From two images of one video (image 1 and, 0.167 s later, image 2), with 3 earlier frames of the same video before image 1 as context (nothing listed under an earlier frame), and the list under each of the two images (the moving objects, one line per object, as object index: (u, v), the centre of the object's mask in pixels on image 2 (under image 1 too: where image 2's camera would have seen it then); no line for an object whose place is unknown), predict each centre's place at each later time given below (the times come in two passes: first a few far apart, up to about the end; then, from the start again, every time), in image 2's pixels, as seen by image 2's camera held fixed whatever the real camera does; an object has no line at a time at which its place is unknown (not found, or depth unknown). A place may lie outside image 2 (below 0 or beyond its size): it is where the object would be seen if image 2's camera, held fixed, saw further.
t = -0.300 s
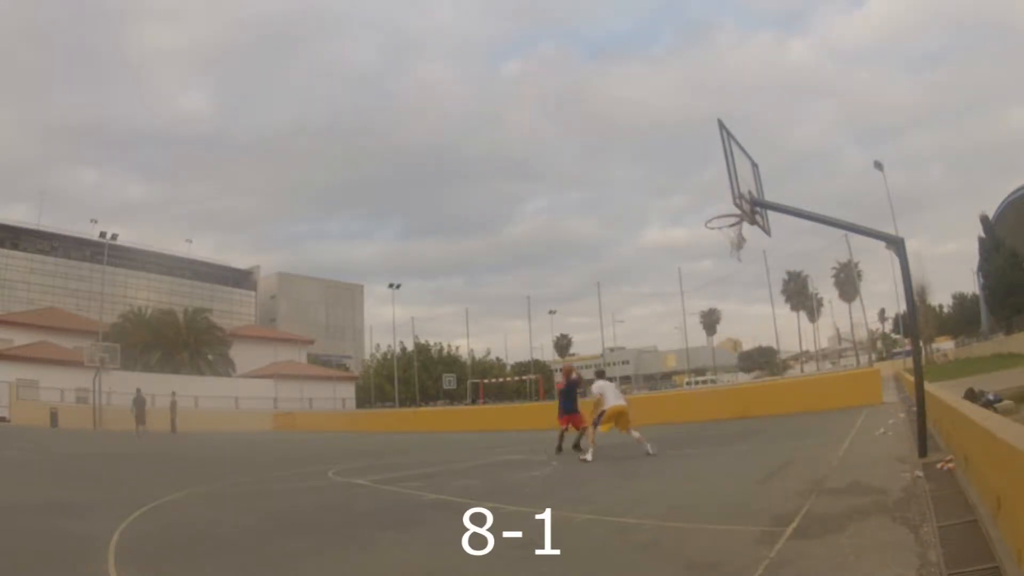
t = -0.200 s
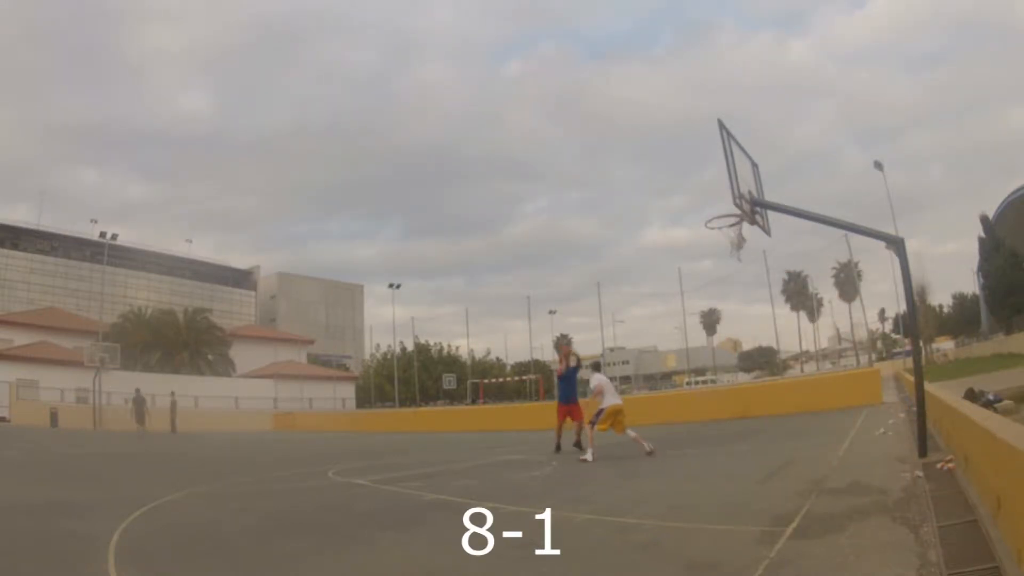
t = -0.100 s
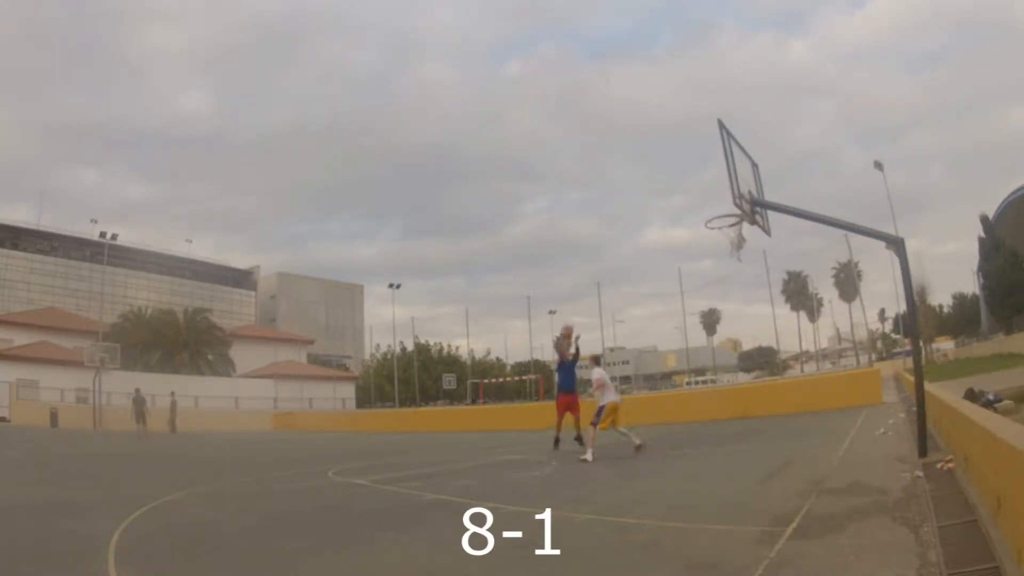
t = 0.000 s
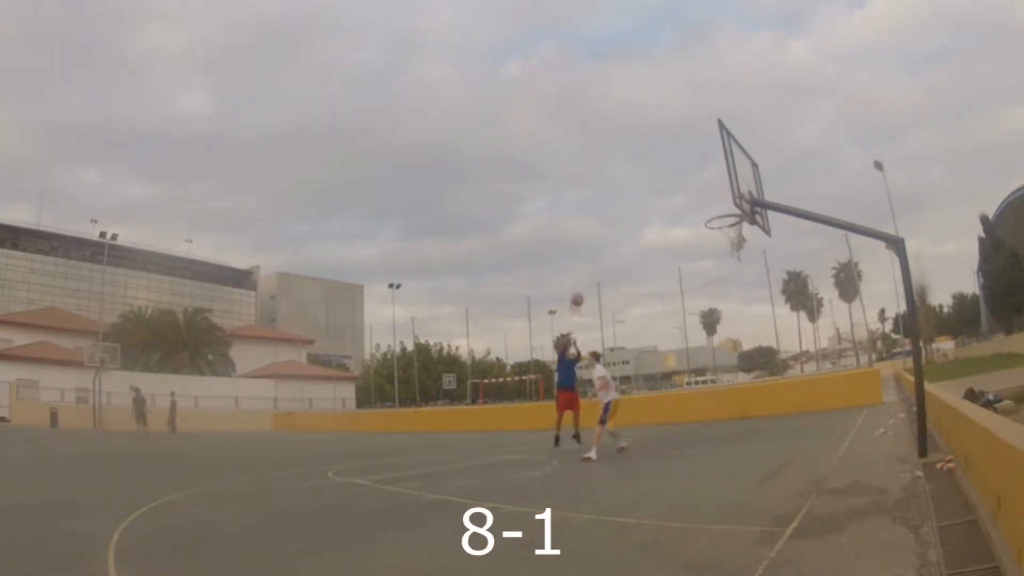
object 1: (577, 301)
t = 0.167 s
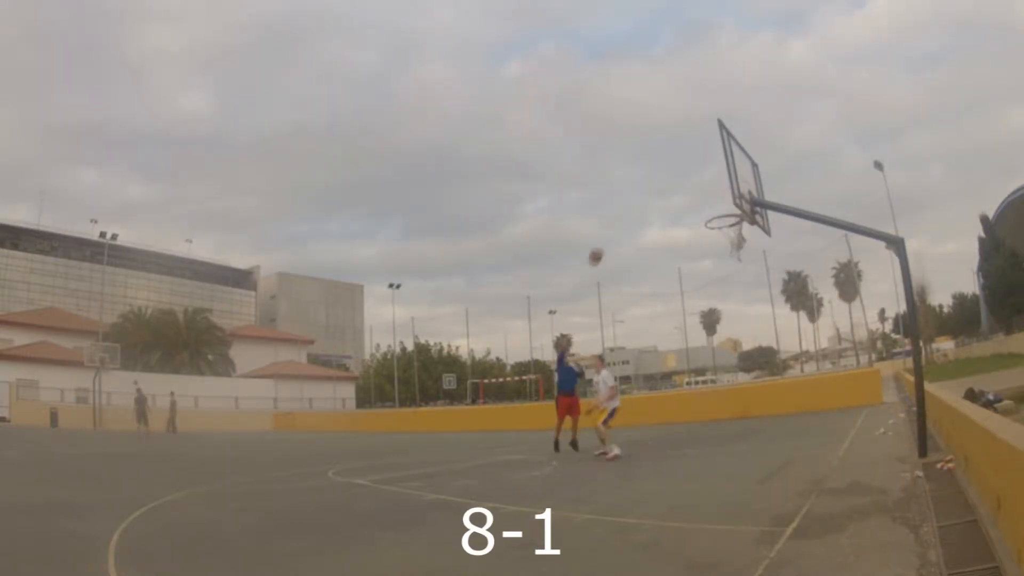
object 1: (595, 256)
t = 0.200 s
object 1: (600, 248)
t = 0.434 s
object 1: (632, 210)
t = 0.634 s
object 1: (668, 199)
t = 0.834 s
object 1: (713, 215)
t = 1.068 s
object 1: (749, 246)
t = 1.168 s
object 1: (761, 267)
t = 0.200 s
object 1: (600, 248)
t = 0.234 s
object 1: (604, 242)
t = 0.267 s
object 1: (608, 235)
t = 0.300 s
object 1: (613, 229)
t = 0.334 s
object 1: (617, 223)
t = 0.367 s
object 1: (622, 218)
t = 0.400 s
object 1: (627, 214)
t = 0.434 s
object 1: (632, 210)
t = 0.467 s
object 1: (638, 206)
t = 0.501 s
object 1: (643, 204)
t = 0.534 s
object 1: (649, 202)
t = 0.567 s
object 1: (655, 200)
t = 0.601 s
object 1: (661, 199)
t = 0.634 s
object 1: (668, 199)
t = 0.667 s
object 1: (674, 200)
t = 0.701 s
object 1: (682, 201)
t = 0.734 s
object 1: (689, 204)
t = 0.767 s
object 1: (697, 206)
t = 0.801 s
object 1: (705, 210)
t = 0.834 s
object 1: (713, 215)
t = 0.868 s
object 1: (722, 220)
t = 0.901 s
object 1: (732, 228)
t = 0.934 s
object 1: (739, 233)
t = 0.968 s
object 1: (742, 235)
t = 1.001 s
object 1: (744, 236)
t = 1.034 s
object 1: (746, 240)
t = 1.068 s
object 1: (749, 246)
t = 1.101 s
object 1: (753, 253)
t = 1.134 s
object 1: (757, 259)
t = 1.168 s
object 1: (761, 267)
